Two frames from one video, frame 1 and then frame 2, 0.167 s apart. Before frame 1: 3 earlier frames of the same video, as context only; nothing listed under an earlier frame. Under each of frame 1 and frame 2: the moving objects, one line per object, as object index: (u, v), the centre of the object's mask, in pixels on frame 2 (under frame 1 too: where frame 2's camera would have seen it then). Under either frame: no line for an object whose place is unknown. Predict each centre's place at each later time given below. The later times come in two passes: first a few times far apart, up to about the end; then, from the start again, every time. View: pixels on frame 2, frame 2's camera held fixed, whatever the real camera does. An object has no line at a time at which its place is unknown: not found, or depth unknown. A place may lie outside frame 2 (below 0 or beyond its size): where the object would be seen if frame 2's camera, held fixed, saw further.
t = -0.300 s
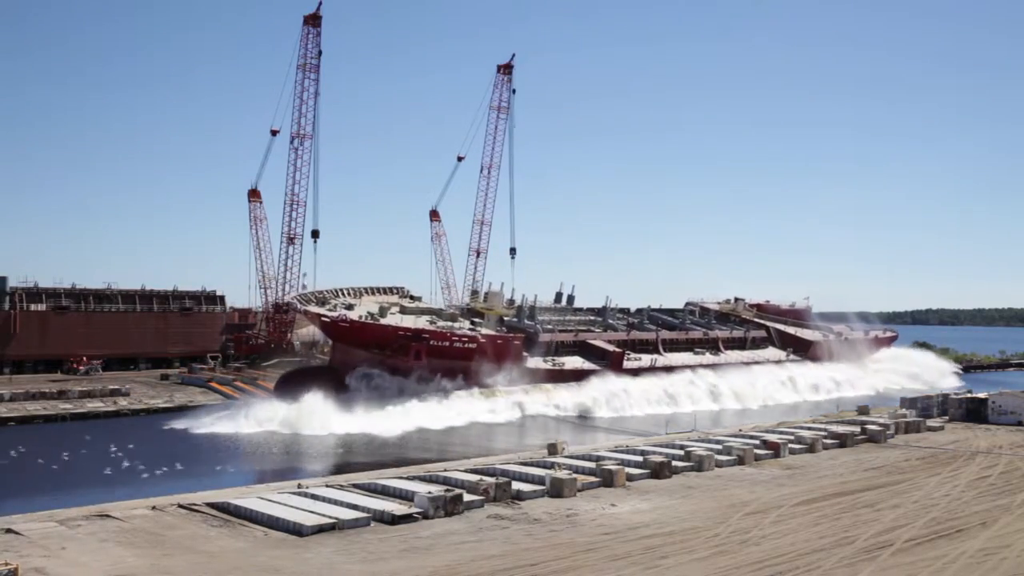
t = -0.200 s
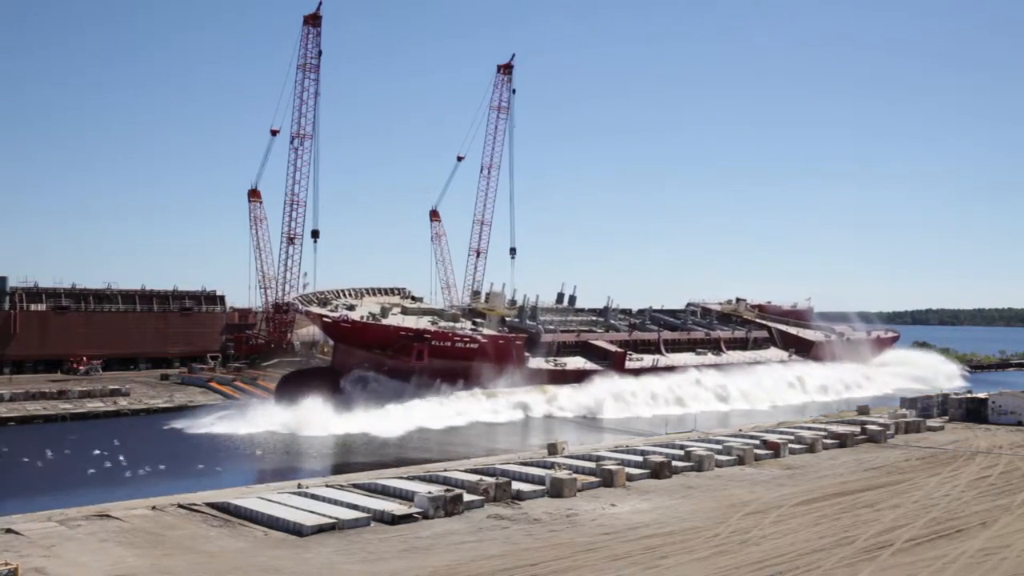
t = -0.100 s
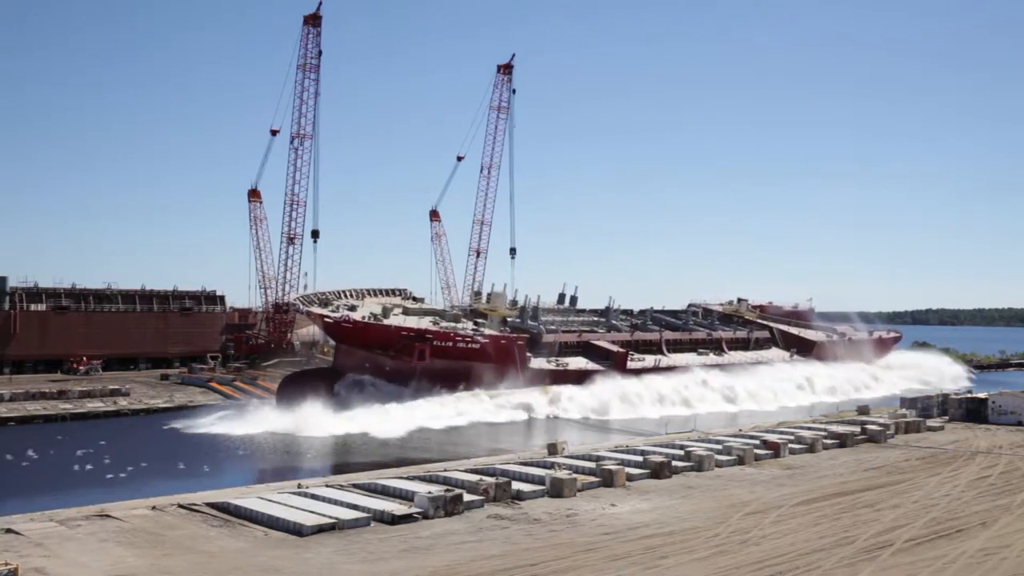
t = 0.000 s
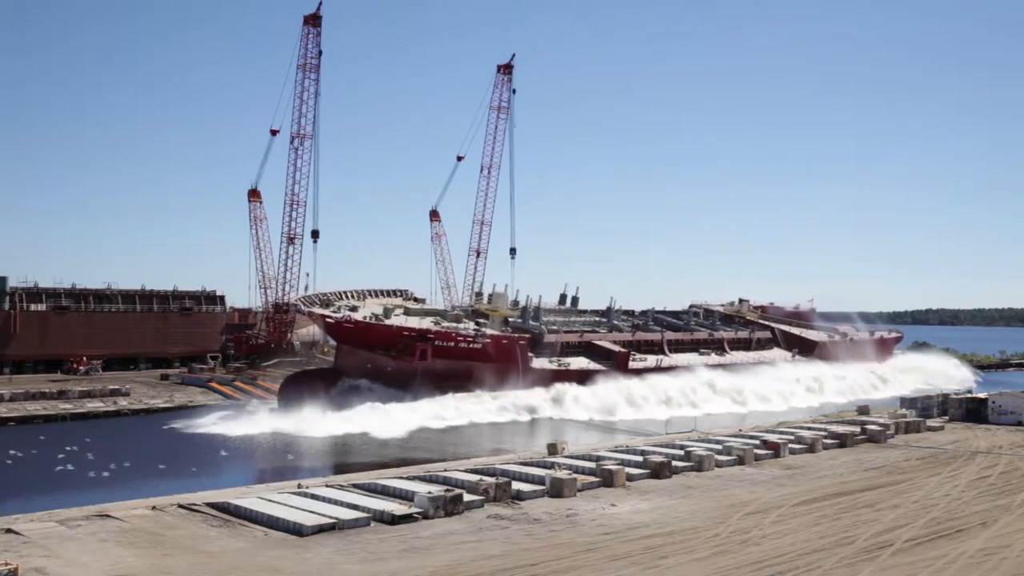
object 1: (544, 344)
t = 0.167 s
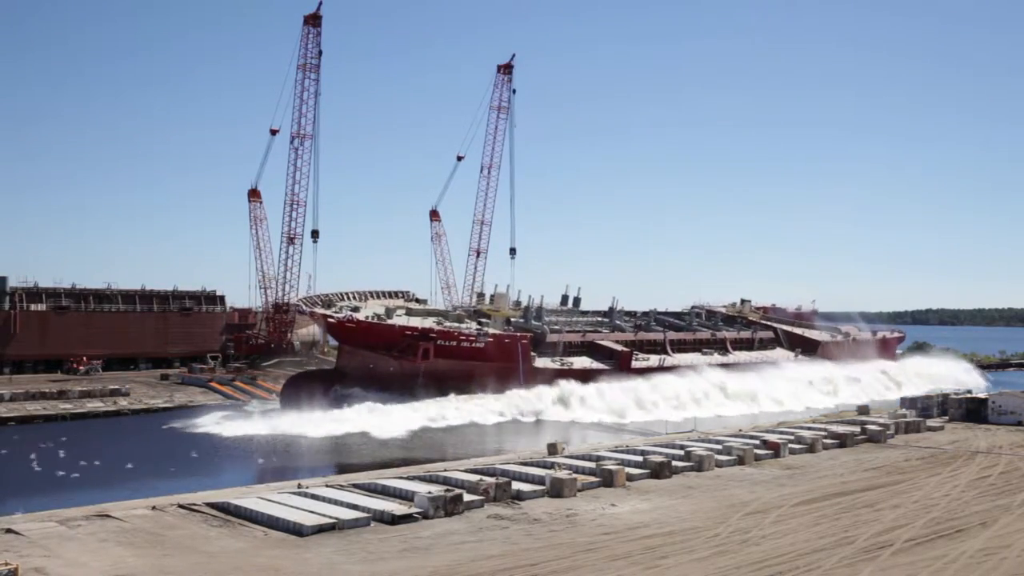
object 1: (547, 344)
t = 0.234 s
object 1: (546, 344)
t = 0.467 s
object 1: (547, 345)
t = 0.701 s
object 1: (549, 346)
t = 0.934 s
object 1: (553, 348)
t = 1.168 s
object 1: (559, 350)
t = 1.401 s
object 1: (565, 351)
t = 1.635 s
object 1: (569, 352)
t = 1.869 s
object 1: (575, 352)
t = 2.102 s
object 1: (577, 352)
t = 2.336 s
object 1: (577, 352)
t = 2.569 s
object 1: (580, 352)
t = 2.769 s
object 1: (584, 352)
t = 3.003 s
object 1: (589, 352)
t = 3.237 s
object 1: (590, 351)
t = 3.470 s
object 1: (585, 349)
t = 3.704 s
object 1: (579, 347)
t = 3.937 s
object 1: (575, 347)
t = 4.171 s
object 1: (573, 347)
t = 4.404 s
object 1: (575, 348)
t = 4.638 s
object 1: (579, 348)
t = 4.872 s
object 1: (582, 348)
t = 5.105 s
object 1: (583, 348)
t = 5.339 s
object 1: (586, 348)
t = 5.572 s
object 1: (592, 350)
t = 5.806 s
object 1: (601, 351)
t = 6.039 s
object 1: (613, 354)
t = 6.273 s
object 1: (621, 355)
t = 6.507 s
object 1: (618, 356)
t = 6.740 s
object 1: (606, 356)
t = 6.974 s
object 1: (596, 356)
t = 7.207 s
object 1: (590, 356)
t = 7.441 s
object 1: (582, 356)
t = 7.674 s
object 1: (582, 357)
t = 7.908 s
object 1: (587, 359)
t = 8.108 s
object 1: (592, 360)
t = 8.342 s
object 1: (601, 362)
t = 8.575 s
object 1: (610, 364)
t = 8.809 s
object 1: (617, 364)
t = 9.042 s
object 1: (626, 365)
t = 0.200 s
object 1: (546, 344)
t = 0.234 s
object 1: (546, 344)
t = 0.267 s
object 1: (546, 344)
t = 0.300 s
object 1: (546, 345)
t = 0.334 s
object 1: (546, 345)
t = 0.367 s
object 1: (546, 345)
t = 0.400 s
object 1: (546, 345)
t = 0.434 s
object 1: (547, 345)
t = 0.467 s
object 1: (547, 345)
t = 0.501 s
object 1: (548, 345)
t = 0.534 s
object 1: (548, 346)
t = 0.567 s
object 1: (548, 346)
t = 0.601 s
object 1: (548, 346)
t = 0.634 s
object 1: (548, 346)
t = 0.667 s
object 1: (548, 346)
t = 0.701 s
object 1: (549, 346)
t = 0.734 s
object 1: (549, 347)
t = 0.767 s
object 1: (550, 347)
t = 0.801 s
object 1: (550, 347)
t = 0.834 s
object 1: (551, 347)
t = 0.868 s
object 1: (551, 347)
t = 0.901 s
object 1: (553, 347)
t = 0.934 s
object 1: (553, 348)
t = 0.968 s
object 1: (554, 348)
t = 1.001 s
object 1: (555, 348)
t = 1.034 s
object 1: (556, 348)
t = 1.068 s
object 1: (556, 349)
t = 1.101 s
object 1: (558, 349)
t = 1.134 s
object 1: (559, 349)
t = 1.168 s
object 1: (559, 350)
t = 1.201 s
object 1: (560, 350)
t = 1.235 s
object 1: (561, 350)
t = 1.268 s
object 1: (562, 350)
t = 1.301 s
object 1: (563, 351)
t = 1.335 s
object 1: (564, 351)
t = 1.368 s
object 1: (565, 351)
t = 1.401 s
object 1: (565, 351)
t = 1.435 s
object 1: (566, 352)
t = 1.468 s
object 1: (567, 352)
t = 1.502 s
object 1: (568, 352)
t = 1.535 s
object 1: (568, 352)
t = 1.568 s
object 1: (569, 352)
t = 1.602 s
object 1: (569, 353)
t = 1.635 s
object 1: (569, 352)
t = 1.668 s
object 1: (570, 352)
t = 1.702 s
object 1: (570, 352)
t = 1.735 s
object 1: (571, 352)
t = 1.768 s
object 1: (572, 352)
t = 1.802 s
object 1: (573, 352)
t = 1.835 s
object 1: (574, 352)
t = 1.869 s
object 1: (575, 352)
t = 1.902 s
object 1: (575, 352)
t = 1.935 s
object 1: (575, 352)
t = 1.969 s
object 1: (576, 352)
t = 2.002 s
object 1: (576, 352)
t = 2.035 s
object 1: (576, 352)
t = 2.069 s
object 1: (576, 352)
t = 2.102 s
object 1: (577, 352)
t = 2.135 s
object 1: (576, 352)
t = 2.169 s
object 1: (577, 352)
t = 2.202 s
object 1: (576, 352)
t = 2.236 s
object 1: (577, 352)
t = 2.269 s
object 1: (577, 352)
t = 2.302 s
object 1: (577, 352)
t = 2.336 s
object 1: (577, 352)
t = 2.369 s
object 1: (577, 353)
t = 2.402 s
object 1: (578, 352)
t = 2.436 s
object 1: (578, 352)
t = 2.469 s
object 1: (579, 352)
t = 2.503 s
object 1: (579, 352)
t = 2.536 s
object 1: (579, 352)
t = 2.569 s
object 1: (580, 352)
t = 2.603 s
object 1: (581, 352)
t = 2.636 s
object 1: (581, 352)
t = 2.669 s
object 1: (582, 352)
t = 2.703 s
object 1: (583, 352)
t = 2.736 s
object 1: (583, 352)
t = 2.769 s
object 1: (584, 352)
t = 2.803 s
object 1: (585, 352)
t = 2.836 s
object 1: (585, 352)
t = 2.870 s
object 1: (586, 352)
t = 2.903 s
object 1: (587, 352)
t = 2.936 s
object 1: (588, 352)
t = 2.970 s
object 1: (588, 352)
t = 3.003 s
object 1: (589, 352)
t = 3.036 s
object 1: (590, 352)
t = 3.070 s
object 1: (591, 352)
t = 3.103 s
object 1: (591, 352)
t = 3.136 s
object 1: (591, 352)
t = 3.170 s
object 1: (590, 352)
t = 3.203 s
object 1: (590, 352)
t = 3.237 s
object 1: (590, 351)
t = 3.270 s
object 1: (590, 351)
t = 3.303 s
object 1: (589, 351)
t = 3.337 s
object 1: (588, 350)
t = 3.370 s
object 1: (587, 350)
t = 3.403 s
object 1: (586, 349)
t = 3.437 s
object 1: (586, 349)
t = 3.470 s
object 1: (585, 349)
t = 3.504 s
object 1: (584, 348)
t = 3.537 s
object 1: (583, 348)
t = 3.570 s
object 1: (583, 348)
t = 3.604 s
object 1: (582, 348)
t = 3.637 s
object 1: (581, 347)
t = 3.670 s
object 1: (580, 347)
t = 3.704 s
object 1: (579, 347)
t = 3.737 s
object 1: (578, 347)
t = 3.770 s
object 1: (578, 347)
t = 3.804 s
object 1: (577, 347)
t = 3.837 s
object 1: (576, 347)
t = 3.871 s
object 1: (576, 347)
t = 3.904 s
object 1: (575, 347)
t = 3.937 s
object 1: (575, 347)
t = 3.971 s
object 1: (575, 347)
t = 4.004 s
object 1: (574, 347)
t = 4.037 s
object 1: (574, 347)
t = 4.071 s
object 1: (574, 347)
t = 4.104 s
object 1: (573, 347)
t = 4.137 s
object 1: (573, 347)
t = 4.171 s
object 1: (573, 347)
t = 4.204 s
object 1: (574, 347)
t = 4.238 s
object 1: (574, 347)
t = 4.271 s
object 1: (574, 348)
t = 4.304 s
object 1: (575, 348)
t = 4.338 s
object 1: (575, 348)
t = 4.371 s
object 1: (575, 348)
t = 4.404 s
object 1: (575, 348)
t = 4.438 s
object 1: (576, 348)
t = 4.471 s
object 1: (577, 348)
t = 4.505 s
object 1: (577, 348)
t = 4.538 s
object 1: (578, 348)
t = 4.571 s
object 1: (578, 348)
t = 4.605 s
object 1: (578, 348)
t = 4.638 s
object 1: (579, 348)
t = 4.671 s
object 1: (580, 348)
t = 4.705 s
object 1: (581, 348)
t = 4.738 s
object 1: (580, 348)
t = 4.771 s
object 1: (581, 348)
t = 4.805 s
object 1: (581, 348)
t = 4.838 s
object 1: (582, 348)
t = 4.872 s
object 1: (582, 348)
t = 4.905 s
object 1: (582, 348)
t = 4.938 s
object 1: (582, 348)
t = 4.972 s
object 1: (583, 348)
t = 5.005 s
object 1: (582, 348)
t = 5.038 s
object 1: (583, 348)
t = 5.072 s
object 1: (584, 348)
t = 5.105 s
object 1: (583, 348)
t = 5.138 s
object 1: (584, 348)
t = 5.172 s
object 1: (584, 348)
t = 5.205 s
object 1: (584, 348)
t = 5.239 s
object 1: (585, 348)
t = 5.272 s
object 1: (585, 348)
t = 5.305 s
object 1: (586, 348)
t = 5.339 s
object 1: (586, 348)
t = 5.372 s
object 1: (586, 348)
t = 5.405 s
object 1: (587, 349)
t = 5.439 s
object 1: (588, 349)
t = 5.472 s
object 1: (588, 349)
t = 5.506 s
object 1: (590, 349)
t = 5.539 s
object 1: (591, 349)
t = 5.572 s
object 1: (592, 350)
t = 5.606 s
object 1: (593, 350)
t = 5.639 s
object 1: (594, 350)
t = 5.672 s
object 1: (596, 350)
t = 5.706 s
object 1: (597, 350)
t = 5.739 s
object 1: (598, 351)
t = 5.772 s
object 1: (599, 351)
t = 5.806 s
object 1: (601, 351)
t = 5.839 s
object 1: (602, 352)
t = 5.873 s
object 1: (605, 352)
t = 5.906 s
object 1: (607, 352)
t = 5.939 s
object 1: (608, 353)
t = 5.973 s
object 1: (610, 353)
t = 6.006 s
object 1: (612, 353)
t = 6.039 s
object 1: (613, 354)
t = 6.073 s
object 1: (615, 354)
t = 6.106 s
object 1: (614, 354)
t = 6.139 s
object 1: (618, 355)
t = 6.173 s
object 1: (617, 354)
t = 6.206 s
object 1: (619, 355)
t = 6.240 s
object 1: (620, 355)
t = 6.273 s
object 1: (621, 355)
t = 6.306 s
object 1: (622, 356)
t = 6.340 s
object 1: (625, 356)
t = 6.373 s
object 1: (625, 356)
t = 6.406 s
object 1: (625, 357)
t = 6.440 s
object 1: (622, 356)
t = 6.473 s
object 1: (621, 356)
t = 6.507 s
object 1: (618, 356)
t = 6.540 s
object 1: (618, 356)
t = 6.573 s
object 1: (616, 356)
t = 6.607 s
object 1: (614, 356)
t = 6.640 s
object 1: (613, 356)
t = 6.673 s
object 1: (609, 356)
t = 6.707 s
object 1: (609, 356)
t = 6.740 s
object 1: (606, 356)
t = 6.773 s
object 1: (606, 356)
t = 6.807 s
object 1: (602, 356)
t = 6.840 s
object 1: (601, 356)
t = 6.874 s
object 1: (601, 356)
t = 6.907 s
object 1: (598, 356)
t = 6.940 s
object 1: (597, 356)
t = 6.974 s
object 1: (596, 356)
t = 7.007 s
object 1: (597, 356)
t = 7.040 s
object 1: (594, 355)
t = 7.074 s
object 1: (592, 355)
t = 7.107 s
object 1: (591, 355)
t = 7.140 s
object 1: (590, 355)
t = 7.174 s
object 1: (589, 355)
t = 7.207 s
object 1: (590, 356)
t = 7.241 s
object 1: (587, 356)
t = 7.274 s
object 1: (587, 356)
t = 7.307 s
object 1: (585, 356)
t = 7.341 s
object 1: (584, 355)
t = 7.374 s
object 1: (583, 356)
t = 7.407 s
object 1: (582, 356)
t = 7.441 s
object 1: (582, 356)
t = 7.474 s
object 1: (581, 356)
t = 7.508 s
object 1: (581, 356)
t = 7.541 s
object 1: (581, 356)
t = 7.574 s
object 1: (580, 356)
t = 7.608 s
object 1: (583, 357)
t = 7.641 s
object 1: (583, 357)
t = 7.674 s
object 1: (582, 357)
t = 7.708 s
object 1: (583, 357)
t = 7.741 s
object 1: (583, 357)
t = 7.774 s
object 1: (584, 358)
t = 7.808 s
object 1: (584, 358)
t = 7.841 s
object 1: (585, 358)
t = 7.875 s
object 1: (587, 359)
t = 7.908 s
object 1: (587, 359)
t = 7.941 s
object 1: (588, 359)
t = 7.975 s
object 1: (588, 359)
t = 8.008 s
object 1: (589, 359)
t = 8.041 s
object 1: (591, 359)
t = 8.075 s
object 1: (592, 360)
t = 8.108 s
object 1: (592, 360)
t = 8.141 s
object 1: (593, 360)
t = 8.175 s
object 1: (595, 360)
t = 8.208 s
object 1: (596, 361)
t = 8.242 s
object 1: (597, 361)
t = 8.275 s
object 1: (599, 362)
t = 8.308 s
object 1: (600, 362)
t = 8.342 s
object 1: (601, 362)
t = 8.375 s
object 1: (603, 363)
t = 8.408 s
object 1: (604, 364)
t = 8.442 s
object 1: (605, 364)
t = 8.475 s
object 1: (606, 364)
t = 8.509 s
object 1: (608, 364)
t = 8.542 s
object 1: (609, 364)
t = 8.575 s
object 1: (610, 364)
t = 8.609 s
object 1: (611, 364)
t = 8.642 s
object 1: (613, 364)
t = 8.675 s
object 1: (614, 364)
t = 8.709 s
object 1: (615, 364)
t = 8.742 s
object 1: (616, 364)
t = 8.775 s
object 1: (616, 364)
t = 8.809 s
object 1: (617, 364)
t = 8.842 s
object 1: (620, 364)
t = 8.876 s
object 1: (621, 364)
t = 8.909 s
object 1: (623, 364)
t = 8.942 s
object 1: (623, 365)
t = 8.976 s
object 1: (625, 365)
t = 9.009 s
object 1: (625, 365)
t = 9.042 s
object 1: (626, 365)
